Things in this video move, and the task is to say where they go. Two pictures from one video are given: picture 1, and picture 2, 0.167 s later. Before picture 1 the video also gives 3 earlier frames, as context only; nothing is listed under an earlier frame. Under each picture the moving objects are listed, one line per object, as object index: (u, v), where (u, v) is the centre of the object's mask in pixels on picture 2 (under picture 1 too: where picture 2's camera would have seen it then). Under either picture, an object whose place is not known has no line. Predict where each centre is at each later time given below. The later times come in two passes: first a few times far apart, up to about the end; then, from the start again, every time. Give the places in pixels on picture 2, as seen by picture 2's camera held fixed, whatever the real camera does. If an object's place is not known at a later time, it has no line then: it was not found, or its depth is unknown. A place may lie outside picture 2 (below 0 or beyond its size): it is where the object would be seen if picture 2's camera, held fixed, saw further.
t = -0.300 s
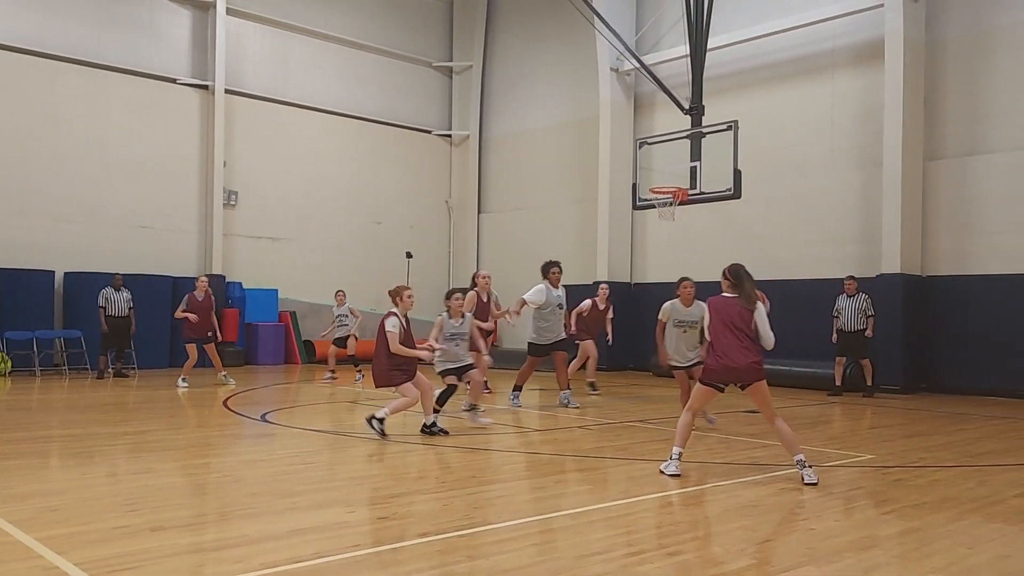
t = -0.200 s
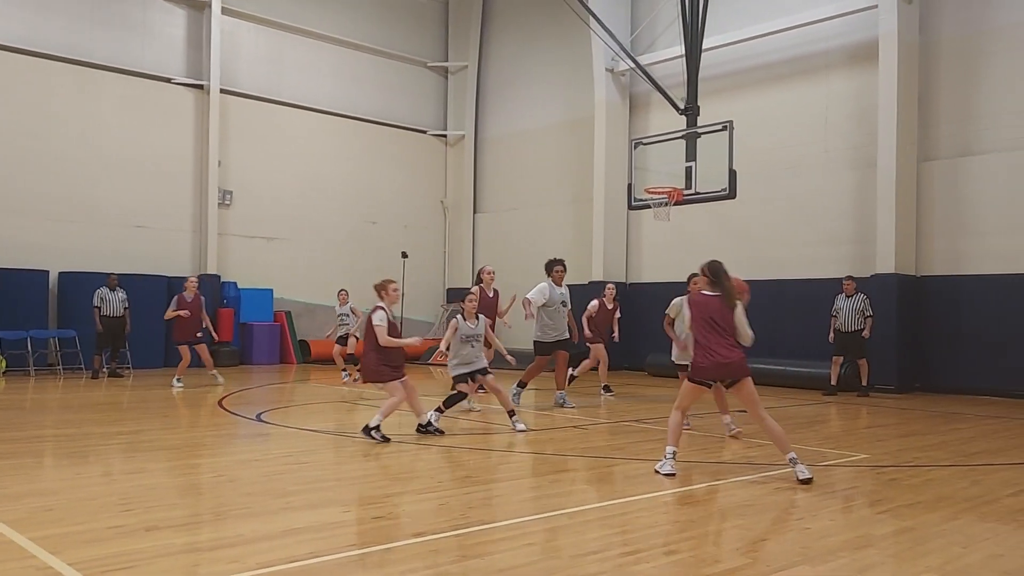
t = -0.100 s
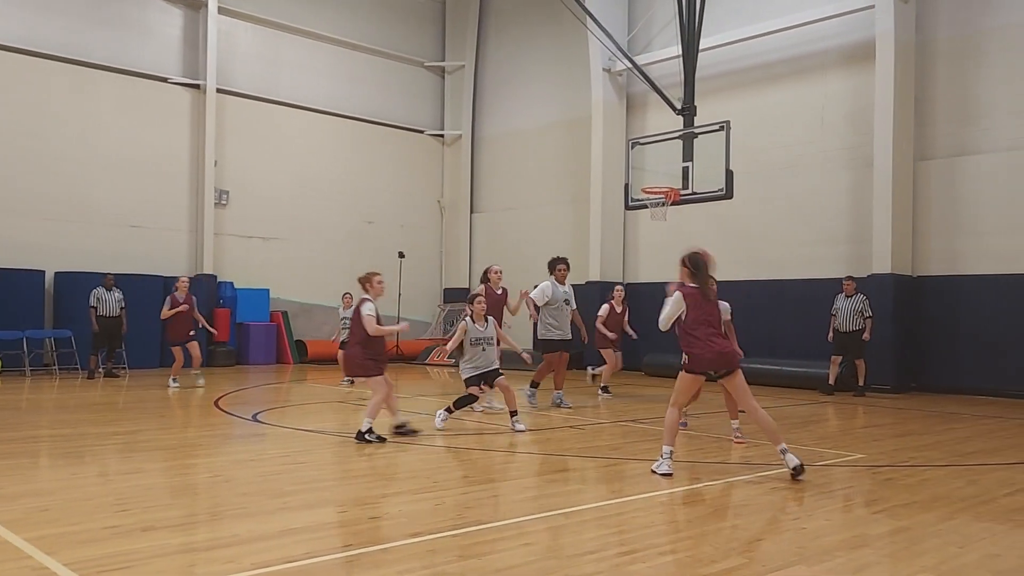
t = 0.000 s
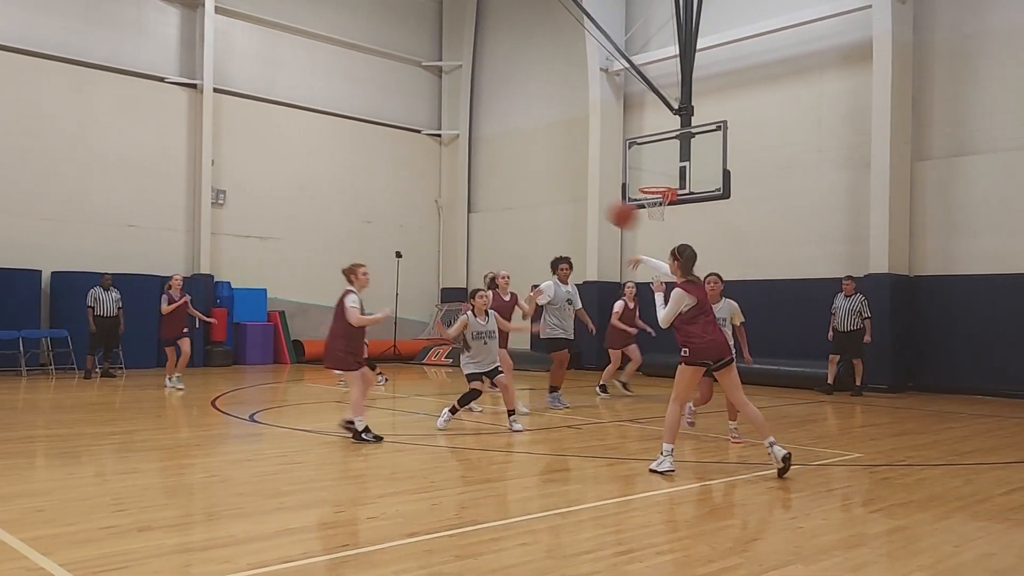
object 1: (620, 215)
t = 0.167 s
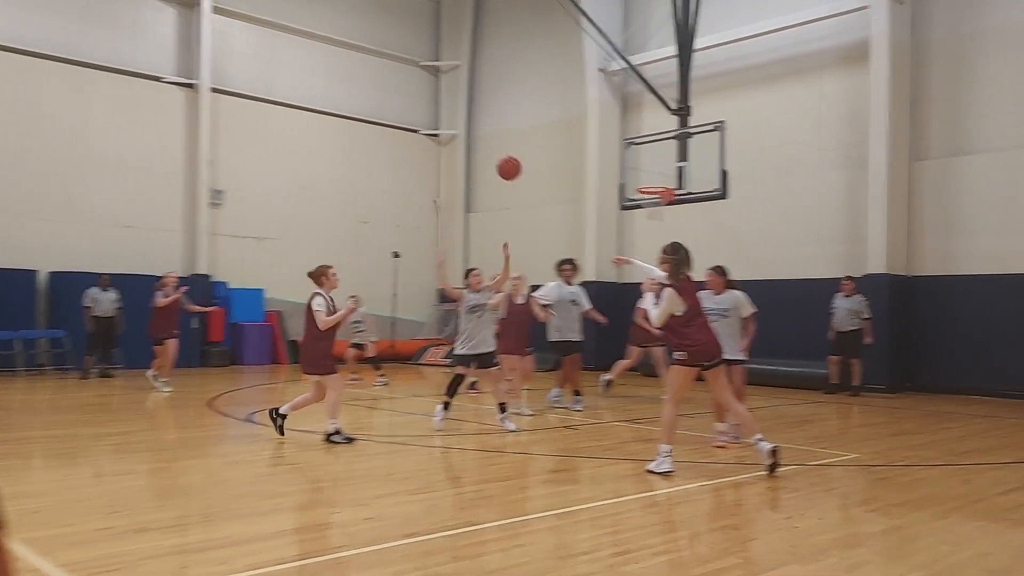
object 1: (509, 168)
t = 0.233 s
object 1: (470, 159)
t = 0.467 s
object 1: (357, 164)
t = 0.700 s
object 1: (266, 211)
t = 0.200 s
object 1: (489, 163)
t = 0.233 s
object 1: (470, 159)
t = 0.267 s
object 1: (453, 157)
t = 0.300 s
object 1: (436, 155)
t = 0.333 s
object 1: (417, 155)
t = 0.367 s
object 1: (402, 156)
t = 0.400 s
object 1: (386, 157)
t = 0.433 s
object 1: (372, 160)
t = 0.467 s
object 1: (357, 164)
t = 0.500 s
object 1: (343, 169)
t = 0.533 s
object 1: (329, 174)
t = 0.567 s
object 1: (316, 180)
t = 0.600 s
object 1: (303, 186)
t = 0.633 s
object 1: (291, 194)
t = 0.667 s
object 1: (278, 202)
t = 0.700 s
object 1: (266, 211)
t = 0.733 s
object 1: (255, 220)
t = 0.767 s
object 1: (244, 230)
